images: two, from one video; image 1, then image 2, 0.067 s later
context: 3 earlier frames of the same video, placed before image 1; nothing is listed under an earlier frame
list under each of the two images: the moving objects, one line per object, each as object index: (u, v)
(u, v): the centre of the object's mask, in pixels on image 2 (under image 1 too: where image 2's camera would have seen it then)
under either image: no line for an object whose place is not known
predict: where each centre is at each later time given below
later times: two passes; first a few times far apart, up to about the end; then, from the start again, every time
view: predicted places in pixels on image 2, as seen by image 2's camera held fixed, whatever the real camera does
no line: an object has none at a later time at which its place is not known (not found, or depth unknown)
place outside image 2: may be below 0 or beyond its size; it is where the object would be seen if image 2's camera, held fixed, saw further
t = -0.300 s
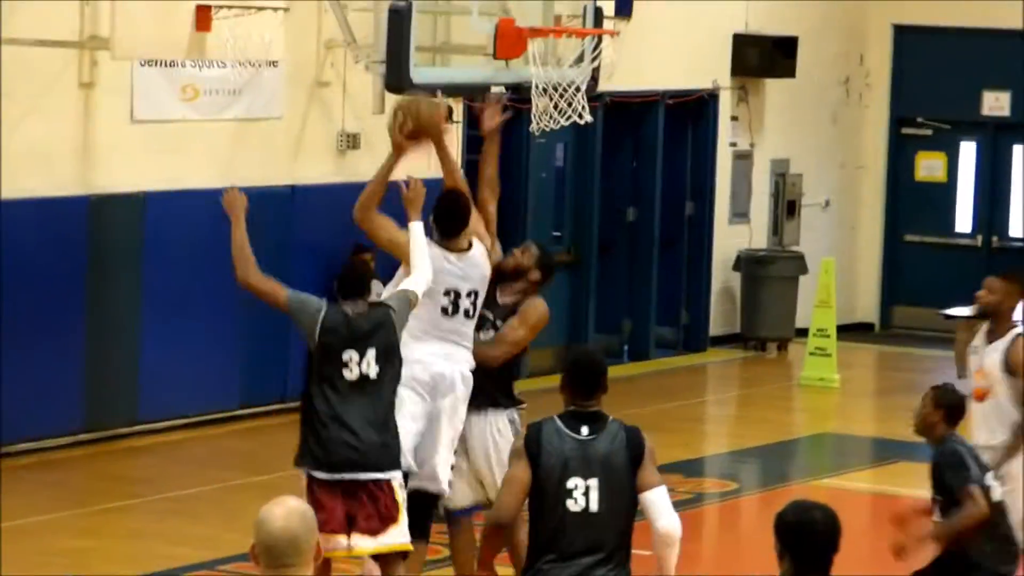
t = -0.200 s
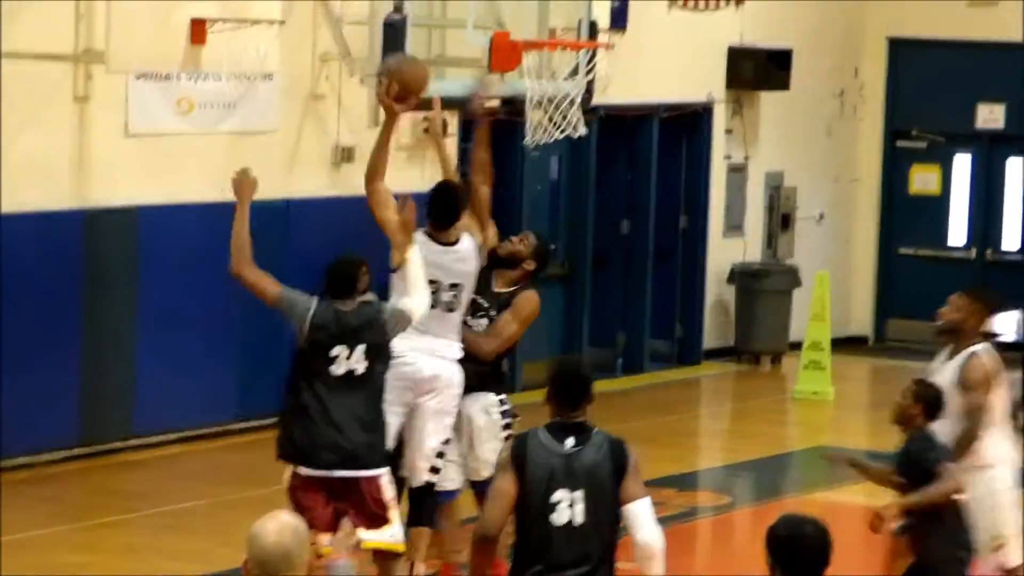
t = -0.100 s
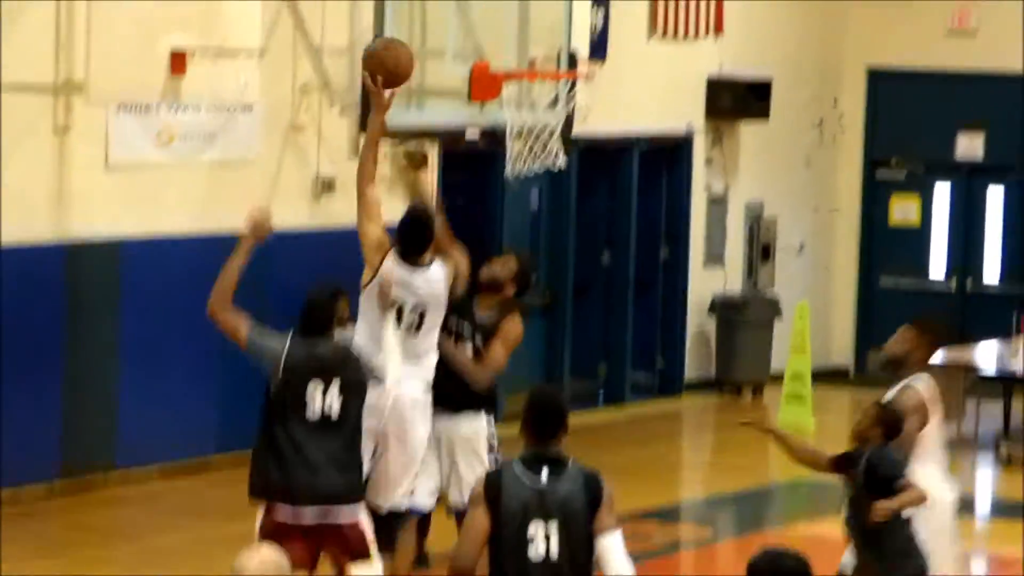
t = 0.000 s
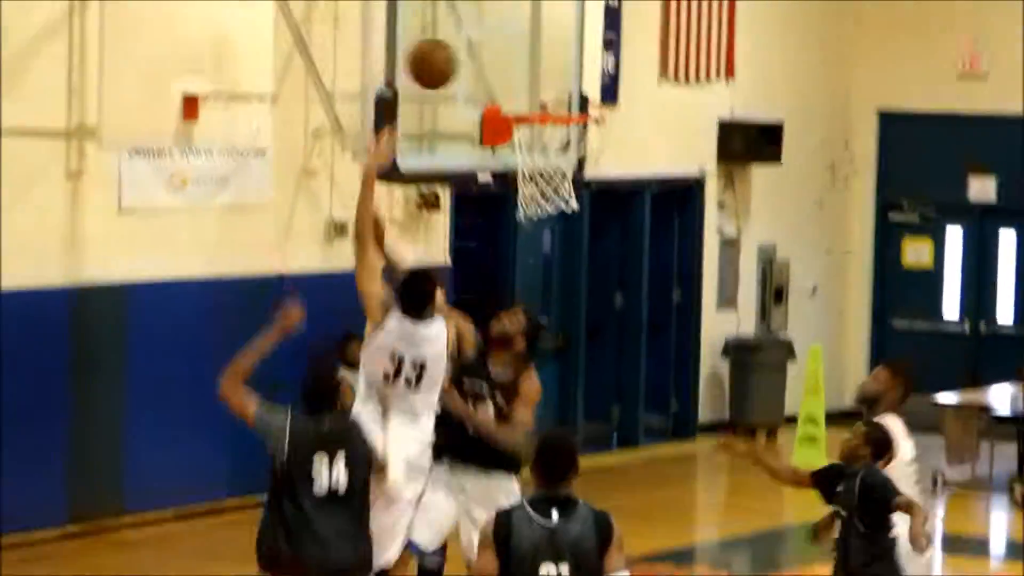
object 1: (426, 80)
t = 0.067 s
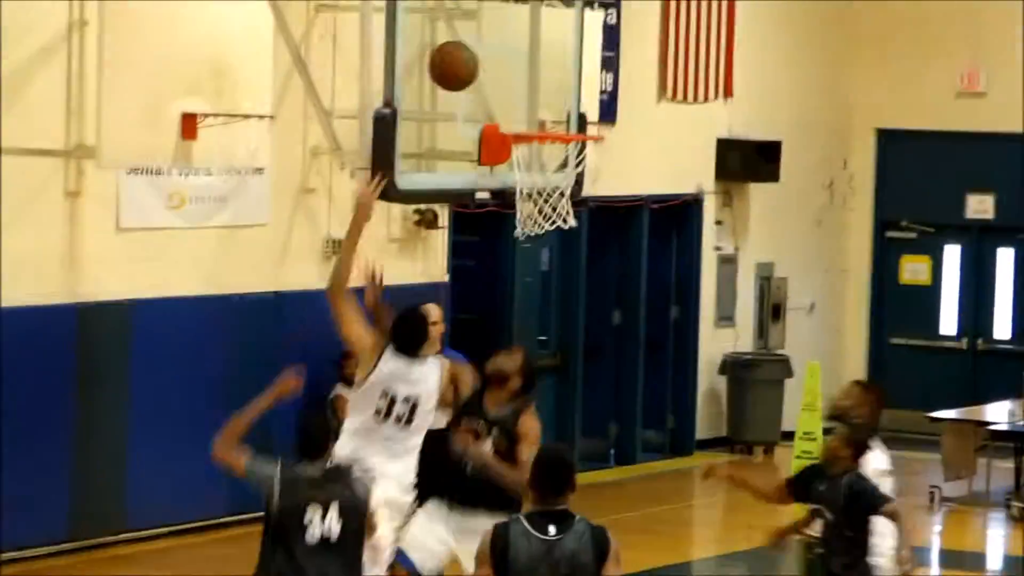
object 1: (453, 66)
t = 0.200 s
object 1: (495, 60)
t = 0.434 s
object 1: (560, 134)
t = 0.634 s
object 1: (530, 245)
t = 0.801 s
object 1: (503, 383)
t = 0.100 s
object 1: (465, 61)
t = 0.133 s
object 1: (474, 58)
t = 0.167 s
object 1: (485, 59)
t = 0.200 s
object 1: (495, 60)
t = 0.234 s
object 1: (504, 65)
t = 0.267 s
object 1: (515, 72)
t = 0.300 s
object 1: (524, 81)
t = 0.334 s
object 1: (534, 92)
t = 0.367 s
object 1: (544, 105)
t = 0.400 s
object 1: (554, 117)
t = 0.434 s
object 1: (560, 134)
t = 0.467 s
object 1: (557, 156)
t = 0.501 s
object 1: (552, 164)
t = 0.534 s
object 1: (548, 184)
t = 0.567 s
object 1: (541, 202)
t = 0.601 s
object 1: (535, 228)
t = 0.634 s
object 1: (530, 245)
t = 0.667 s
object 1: (526, 266)
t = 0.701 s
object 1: (520, 291)
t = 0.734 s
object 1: (515, 318)
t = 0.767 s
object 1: (509, 349)
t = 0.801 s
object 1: (503, 383)
